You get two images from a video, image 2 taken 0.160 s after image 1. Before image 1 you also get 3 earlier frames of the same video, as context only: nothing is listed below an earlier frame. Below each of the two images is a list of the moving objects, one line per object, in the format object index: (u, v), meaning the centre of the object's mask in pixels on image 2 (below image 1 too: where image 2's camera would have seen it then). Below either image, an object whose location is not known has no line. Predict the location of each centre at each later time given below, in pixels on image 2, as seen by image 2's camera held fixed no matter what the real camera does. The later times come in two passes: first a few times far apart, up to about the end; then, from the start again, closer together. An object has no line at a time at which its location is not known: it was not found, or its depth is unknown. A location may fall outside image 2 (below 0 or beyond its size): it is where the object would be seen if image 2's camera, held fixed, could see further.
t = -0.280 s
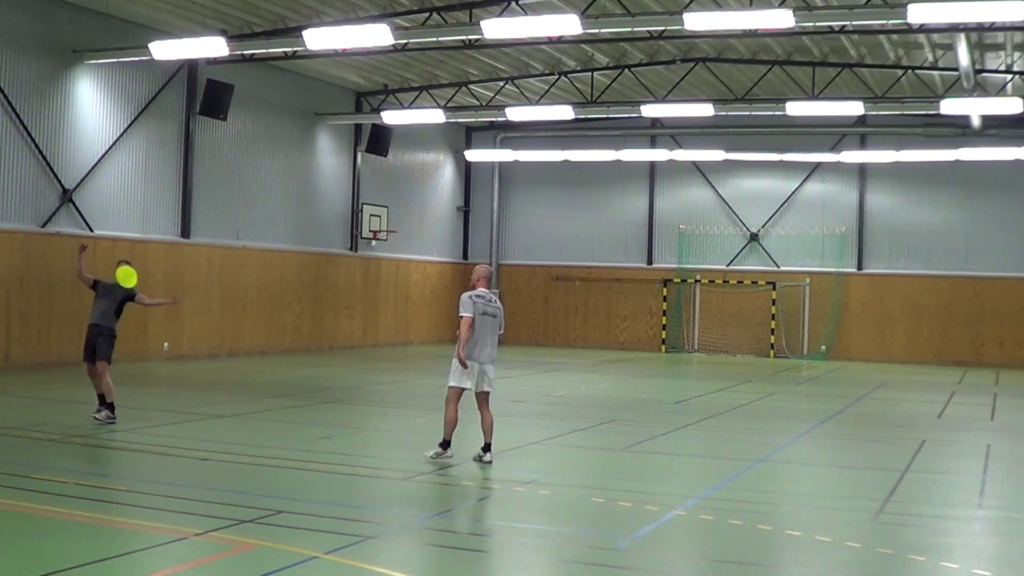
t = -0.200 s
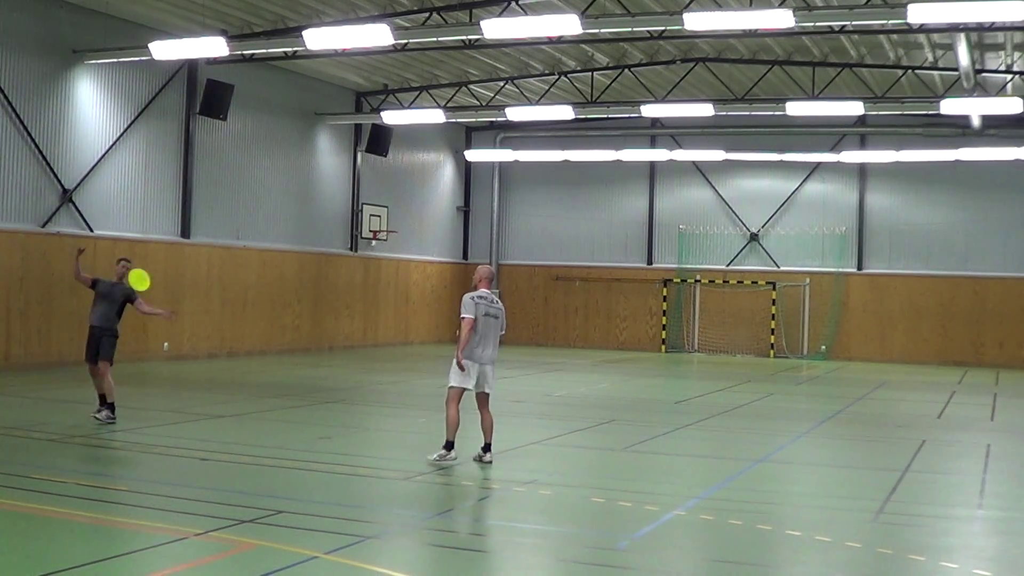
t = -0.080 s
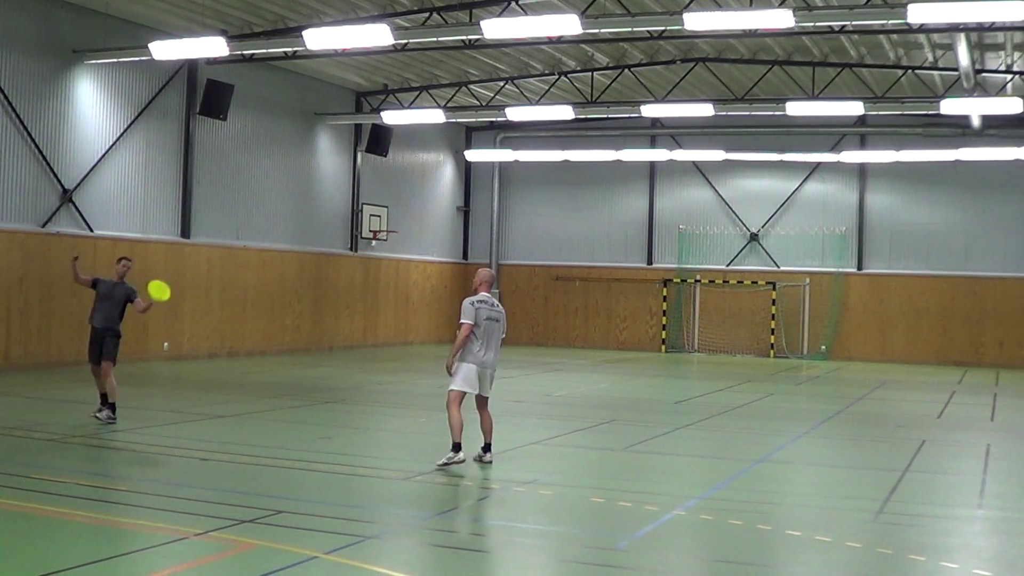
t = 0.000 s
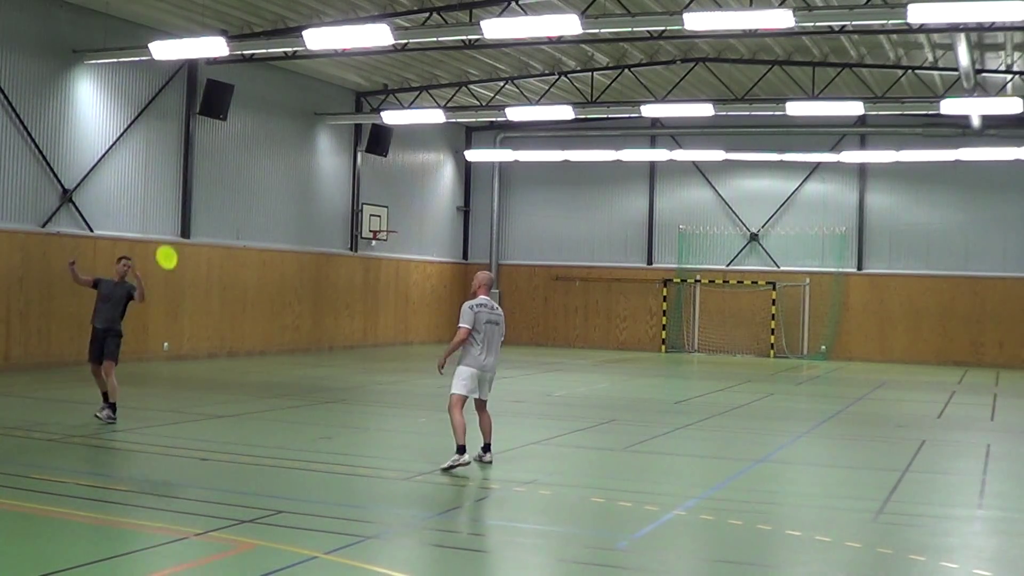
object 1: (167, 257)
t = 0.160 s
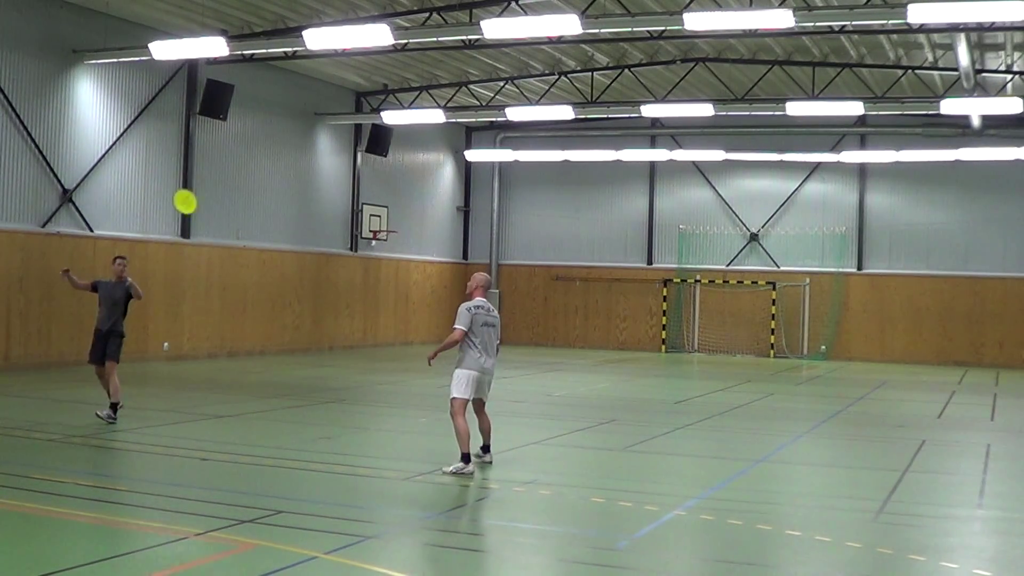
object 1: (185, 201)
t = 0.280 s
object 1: (201, 172)
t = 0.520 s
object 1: (239, 149)
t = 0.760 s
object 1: (287, 178)
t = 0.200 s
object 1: (190, 191)
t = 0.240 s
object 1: (195, 181)
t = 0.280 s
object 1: (201, 172)
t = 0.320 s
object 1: (207, 165)
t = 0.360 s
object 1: (213, 159)
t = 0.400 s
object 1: (219, 155)
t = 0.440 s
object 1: (225, 151)
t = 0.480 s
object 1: (231, 150)
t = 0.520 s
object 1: (239, 149)
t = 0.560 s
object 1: (246, 150)
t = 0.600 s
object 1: (253, 153)
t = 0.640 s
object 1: (261, 157)
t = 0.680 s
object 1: (270, 162)
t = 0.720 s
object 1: (278, 169)
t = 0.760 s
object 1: (287, 178)
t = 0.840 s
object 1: (305, 199)
